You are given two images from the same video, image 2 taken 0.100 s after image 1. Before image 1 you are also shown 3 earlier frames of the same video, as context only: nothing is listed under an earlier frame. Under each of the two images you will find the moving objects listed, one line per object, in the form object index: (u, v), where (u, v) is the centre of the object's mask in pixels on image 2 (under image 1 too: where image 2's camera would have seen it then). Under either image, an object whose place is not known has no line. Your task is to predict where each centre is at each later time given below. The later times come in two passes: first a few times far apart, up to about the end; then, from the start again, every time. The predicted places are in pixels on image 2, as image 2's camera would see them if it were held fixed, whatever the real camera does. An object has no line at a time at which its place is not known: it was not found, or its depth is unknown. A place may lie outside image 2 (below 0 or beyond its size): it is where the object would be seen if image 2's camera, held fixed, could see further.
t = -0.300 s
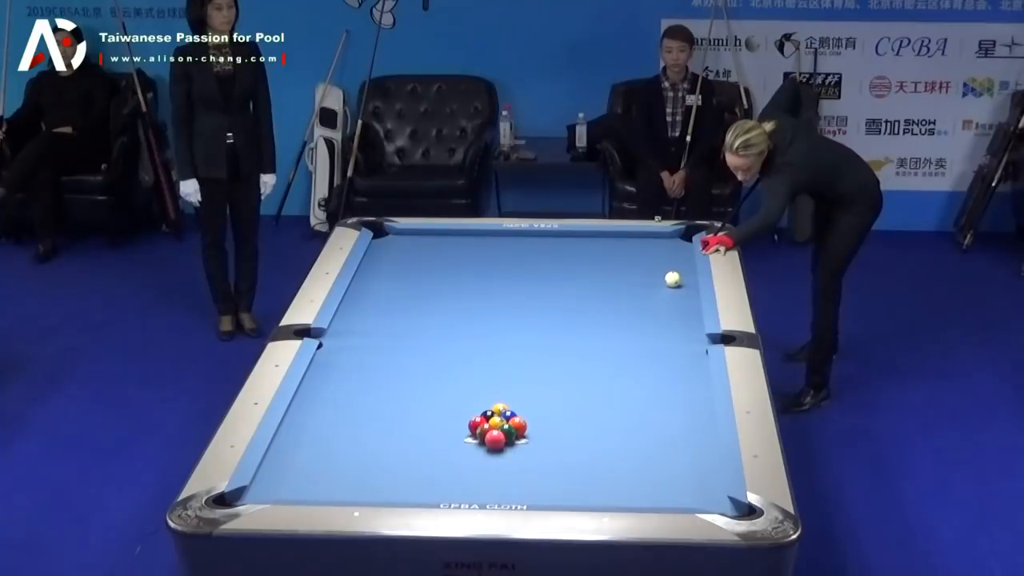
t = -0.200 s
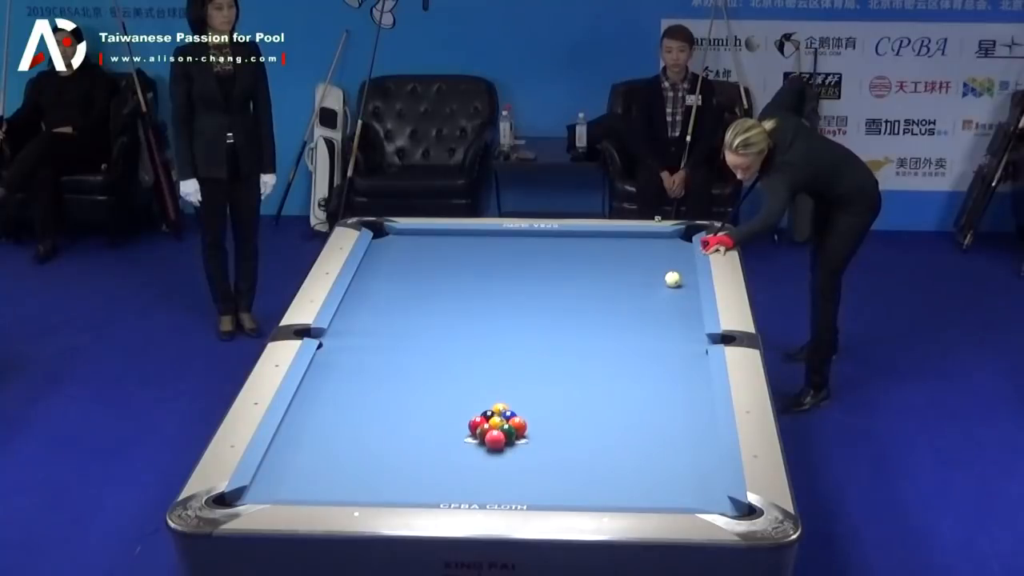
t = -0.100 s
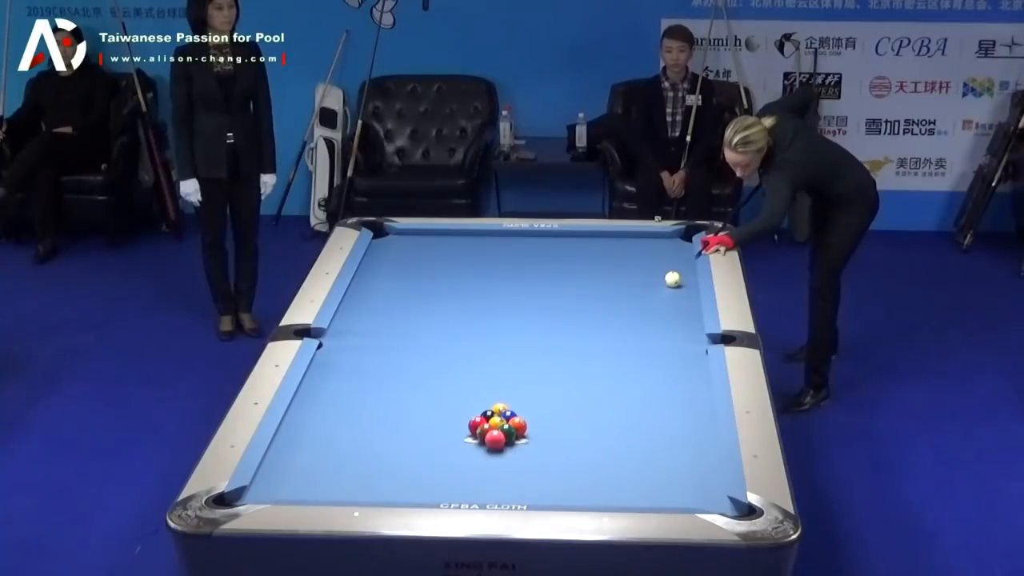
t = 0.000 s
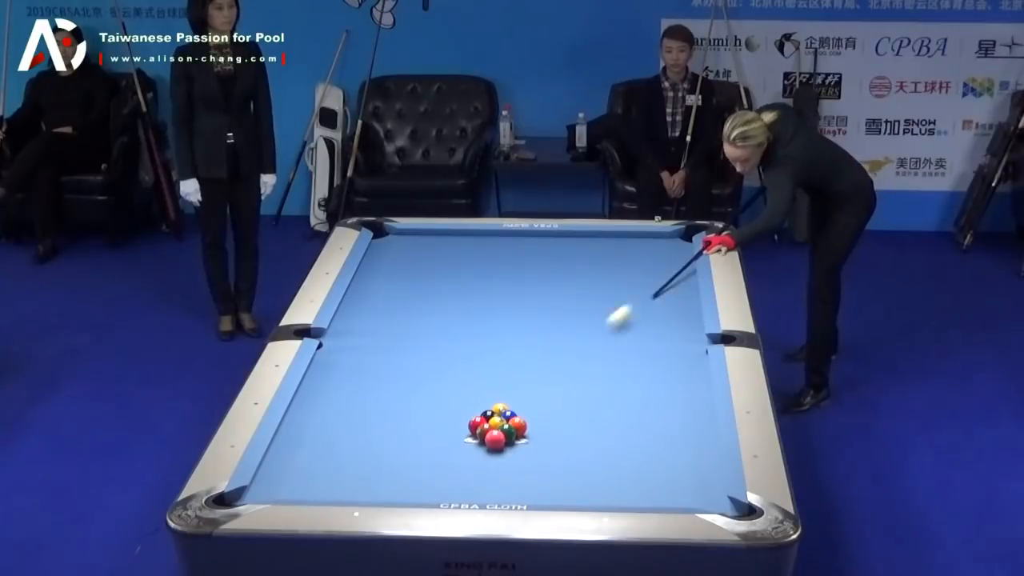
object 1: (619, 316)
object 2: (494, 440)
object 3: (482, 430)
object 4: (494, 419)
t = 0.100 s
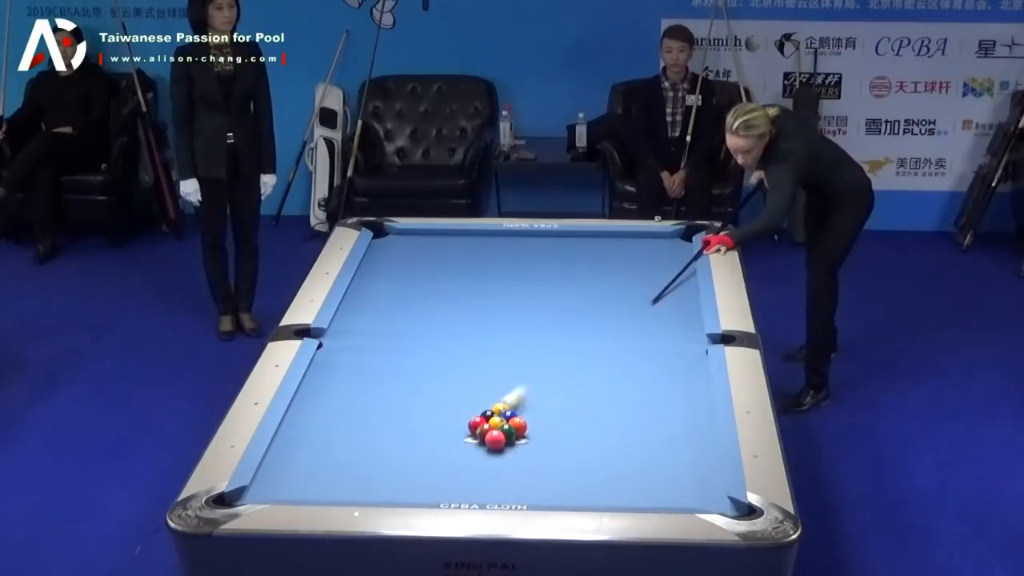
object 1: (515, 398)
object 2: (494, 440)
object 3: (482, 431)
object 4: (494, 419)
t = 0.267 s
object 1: (518, 395)
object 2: (535, 497)
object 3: (469, 451)
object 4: (498, 428)
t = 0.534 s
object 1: (526, 381)
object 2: (518, 493)
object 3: (445, 476)
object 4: (499, 429)
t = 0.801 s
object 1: (533, 369)
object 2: (491, 497)
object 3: (420, 495)
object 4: (499, 430)
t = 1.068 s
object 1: (540, 358)
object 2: (472, 495)
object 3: (411, 484)
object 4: (499, 431)
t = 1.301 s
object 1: (545, 349)
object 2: (459, 494)
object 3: (403, 471)
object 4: (499, 431)
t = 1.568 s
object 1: (551, 340)
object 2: (445, 491)
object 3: (395, 458)
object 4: (499, 432)
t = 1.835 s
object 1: (557, 331)
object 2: (433, 489)
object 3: (387, 446)
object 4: (499, 432)
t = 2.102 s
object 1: (562, 324)
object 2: (423, 487)
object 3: (380, 435)
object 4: (498, 432)
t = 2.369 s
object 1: (566, 316)
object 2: (414, 484)
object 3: (374, 425)
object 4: (498, 433)
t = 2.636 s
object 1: (570, 310)
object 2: (407, 483)
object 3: (368, 416)
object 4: (492, 435)
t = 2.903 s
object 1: (573, 304)
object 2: (401, 481)
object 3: (363, 408)
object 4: (488, 437)
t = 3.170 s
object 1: (577, 299)
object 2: (397, 479)
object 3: (358, 401)
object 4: (484, 438)
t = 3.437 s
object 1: (580, 295)
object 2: (395, 479)
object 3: (353, 394)
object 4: (481, 439)
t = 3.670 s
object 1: (582, 291)
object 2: (393, 478)
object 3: (350, 389)
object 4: (479, 440)
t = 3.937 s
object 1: (585, 288)
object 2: (392, 478)
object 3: (346, 384)
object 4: (478, 440)
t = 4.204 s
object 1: (587, 285)
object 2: (392, 478)
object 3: (343, 379)
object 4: (478, 440)
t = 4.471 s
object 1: (589, 282)
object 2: (392, 478)
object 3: (341, 375)
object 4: (478, 440)
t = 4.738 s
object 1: (590, 278)
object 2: (392, 478)
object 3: (338, 371)
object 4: (478, 440)
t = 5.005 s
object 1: (595, 276)
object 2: (392, 478)
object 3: (336, 368)
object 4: (478, 439)
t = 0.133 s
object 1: (511, 401)
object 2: (501, 451)
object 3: (482, 434)
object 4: (498, 425)
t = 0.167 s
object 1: (513, 399)
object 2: (510, 465)
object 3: (479, 441)
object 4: (498, 427)
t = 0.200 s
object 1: (515, 398)
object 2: (518, 479)
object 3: (475, 444)
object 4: (497, 427)
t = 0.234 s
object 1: (516, 396)
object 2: (526, 492)
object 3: (472, 448)
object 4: (498, 428)
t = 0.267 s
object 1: (518, 395)
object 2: (535, 497)
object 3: (469, 451)
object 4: (498, 428)
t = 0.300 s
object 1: (519, 393)
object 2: (541, 493)
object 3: (466, 454)
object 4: (498, 428)
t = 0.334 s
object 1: (520, 391)
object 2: (547, 486)
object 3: (463, 457)
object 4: (498, 428)
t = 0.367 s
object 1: (521, 390)
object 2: (543, 486)
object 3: (460, 460)
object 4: (498, 428)
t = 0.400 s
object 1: (522, 388)
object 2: (537, 487)
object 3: (457, 464)
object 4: (498, 429)
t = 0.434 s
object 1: (523, 386)
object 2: (532, 489)
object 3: (454, 467)
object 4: (498, 429)
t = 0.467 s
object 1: (524, 384)
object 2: (527, 491)
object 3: (451, 469)
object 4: (498, 429)
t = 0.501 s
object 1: (525, 383)
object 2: (523, 492)
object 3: (448, 473)
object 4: (498, 429)
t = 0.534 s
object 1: (526, 381)
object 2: (518, 493)
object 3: (445, 476)
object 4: (499, 429)
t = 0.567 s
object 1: (527, 380)
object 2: (515, 494)
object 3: (441, 480)
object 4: (499, 430)
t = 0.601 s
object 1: (528, 378)
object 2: (512, 494)
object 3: (438, 483)
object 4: (499, 430)
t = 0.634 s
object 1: (529, 376)
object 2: (508, 495)
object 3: (435, 486)
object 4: (499, 430)
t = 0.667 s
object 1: (530, 375)
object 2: (504, 495)
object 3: (432, 489)
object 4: (499, 430)
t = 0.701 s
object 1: (530, 373)
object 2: (501, 496)
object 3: (429, 491)
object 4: (499, 430)
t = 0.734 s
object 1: (531, 372)
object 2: (498, 496)
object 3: (426, 493)
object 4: (499, 430)
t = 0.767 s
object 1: (532, 371)
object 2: (494, 496)
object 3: (422, 495)
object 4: (499, 430)
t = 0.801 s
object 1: (533, 369)
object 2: (491, 497)
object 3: (420, 495)
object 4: (499, 430)
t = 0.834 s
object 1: (534, 368)
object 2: (488, 497)
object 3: (419, 494)
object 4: (499, 430)
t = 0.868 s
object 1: (535, 366)
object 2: (485, 497)
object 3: (418, 493)
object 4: (499, 431)
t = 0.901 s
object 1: (536, 365)
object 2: (483, 496)
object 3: (416, 492)
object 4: (499, 431)
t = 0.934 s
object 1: (537, 363)
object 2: (481, 496)
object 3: (415, 491)
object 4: (499, 431)
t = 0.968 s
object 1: (538, 362)
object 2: (479, 496)
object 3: (414, 490)
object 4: (499, 431)
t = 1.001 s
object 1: (538, 361)
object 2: (477, 496)
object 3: (413, 488)
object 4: (499, 431)
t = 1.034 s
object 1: (539, 359)
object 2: (475, 495)
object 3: (412, 486)
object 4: (499, 431)
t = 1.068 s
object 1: (540, 358)
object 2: (472, 495)
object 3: (411, 484)
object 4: (499, 431)
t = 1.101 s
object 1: (541, 357)
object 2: (470, 495)
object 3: (409, 482)
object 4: (499, 431)
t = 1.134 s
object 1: (542, 355)
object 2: (469, 495)
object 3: (408, 480)
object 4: (499, 431)
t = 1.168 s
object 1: (542, 354)
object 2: (467, 494)
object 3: (407, 478)
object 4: (499, 431)
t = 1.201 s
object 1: (543, 353)
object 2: (465, 494)
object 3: (406, 477)
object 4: (499, 431)
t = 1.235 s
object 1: (544, 352)
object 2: (463, 494)
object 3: (405, 475)
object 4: (499, 431)
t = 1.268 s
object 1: (545, 351)
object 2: (461, 494)
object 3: (404, 473)
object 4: (499, 431)
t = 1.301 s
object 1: (545, 349)
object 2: (459, 494)
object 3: (403, 471)
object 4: (499, 431)
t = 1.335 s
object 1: (546, 348)
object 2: (458, 493)
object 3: (402, 470)
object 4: (499, 431)
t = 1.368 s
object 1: (547, 347)
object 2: (456, 493)
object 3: (401, 468)
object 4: (499, 431)
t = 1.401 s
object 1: (548, 346)
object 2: (454, 493)
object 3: (400, 466)
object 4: (499, 431)
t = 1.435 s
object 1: (548, 344)
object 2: (452, 492)
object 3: (399, 465)
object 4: (499, 431)
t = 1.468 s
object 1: (549, 343)
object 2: (451, 492)
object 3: (398, 463)
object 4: (499, 431)
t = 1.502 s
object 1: (550, 342)
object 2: (449, 492)
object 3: (397, 461)
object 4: (499, 431)
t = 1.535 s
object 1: (551, 341)
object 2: (447, 492)
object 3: (396, 460)
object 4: (499, 432)
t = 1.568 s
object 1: (551, 340)
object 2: (445, 491)
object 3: (395, 458)
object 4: (499, 432)
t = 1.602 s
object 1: (552, 339)
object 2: (444, 491)
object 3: (394, 457)
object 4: (499, 432)
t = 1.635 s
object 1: (553, 337)
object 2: (442, 491)
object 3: (393, 455)
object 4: (499, 432)
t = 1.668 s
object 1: (553, 336)
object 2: (441, 491)
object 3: (392, 453)
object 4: (499, 432)
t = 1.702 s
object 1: (554, 335)
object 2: (439, 490)
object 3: (391, 452)
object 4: (499, 432)
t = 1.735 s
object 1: (555, 334)
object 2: (437, 490)
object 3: (390, 450)
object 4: (499, 432)
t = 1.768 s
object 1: (556, 333)
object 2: (436, 490)
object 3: (389, 449)
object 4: (499, 432)
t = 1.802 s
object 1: (556, 332)
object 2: (435, 490)
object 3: (388, 448)
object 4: (499, 432)
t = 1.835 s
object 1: (557, 331)
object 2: (433, 489)
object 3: (387, 446)
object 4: (499, 432)
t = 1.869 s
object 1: (558, 330)
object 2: (432, 489)
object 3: (387, 445)
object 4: (499, 432)
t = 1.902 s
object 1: (559, 328)
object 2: (430, 489)
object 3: (386, 443)
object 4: (499, 432)
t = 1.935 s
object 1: (559, 327)
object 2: (429, 489)
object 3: (385, 442)
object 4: (499, 432)
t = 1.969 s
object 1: (559, 327)
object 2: (428, 488)
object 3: (384, 441)
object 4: (499, 432)
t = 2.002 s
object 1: (560, 326)
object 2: (427, 488)
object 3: (383, 439)
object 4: (499, 432)
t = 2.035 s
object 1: (561, 325)
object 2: (425, 488)
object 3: (382, 438)
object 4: (499, 432)
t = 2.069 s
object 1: (561, 325)
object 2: (424, 487)
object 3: (381, 436)
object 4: (499, 432)
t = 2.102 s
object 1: (562, 324)
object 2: (423, 487)
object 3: (380, 435)
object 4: (498, 432)
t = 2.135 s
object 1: (562, 323)
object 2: (422, 487)
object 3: (380, 434)
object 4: (498, 432)
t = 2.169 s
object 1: (563, 322)
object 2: (421, 486)
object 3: (379, 433)
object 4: (499, 432)
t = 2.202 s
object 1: (563, 321)
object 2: (419, 486)
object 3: (378, 431)
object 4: (499, 432)
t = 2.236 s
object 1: (564, 320)
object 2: (418, 486)
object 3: (377, 430)
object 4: (499, 432)
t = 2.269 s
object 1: (564, 319)
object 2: (417, 485)
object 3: (376, 429)
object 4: (499, 432)
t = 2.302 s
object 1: (565, 318)
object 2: (416, 485)
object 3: (376, 428)
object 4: (499, 432)
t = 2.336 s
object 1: (565, 317)
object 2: (415, 485)
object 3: (375, 427)
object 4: (499, 433)
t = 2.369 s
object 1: (566, 316)
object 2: (414, 484)
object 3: (374, 425)
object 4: (498, 433)
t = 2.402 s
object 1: (566, 316)
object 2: (413, 484)
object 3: (373, 424)
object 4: (497, 433)
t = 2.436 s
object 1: (567, 315)
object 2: (412, 484)
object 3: (372, 423)
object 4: (497, 434)
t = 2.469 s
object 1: (568, 314)
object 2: (412, 484)
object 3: (372, 422)
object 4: (496, 434)
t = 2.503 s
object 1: (568, 313)
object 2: (410, 484)
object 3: (371, 421)
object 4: (495, 434)
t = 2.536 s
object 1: (569, 312)
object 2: (410, 483)
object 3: (370, 419)
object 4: (494, 434)
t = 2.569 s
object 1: (569, 311)
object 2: (409, 483)
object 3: (370, 418)
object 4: (494, 435)
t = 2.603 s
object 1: (569, 311)
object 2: (408, 483)
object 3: (369, 417)
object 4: (493, 435)
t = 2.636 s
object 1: (570, 310)
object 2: (407, 483)
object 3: (368, 416)
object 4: (492, 435)
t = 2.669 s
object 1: (570, 309)
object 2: (406, 482)
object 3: (368, 415)
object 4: (492, 435)
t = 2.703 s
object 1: (571, 309)
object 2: (405, 482)
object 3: (367, 414)
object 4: (491, 436)
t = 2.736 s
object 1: (571, 308)
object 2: (405, 482)
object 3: (366, 413)
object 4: (491, 436)
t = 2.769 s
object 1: (572, 307)
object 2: (404, 481)
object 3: (365, 412)
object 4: (490, 436)
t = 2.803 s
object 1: (572, 307)
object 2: (403, 481)
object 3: (365, 411)
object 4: (489, 436)
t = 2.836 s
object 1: (573, 306)
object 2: (402, 481)
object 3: (364, 410)
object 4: (489, 437)
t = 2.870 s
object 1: (573, 305)
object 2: (402, 481)
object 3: (363, 409)
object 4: (489, 437)
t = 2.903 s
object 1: (573, 304)
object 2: (401, 481)
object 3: (363, 408)
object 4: (488, 437)
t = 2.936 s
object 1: (574, 304)
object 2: (401, 481)
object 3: (362, 407)
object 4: (488, 437)
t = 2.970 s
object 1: (574, 303)
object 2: (400, 480)
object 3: (361, 406)
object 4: (487, 437)
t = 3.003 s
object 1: (575, 303)
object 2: (400, 480)
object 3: (361, 406)
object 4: (487, 438)
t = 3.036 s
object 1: (575, 302)
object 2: (399, 480)
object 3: (360, 404)
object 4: (486, 438)
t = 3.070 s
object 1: (576, 301)
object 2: (398, 480)
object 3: (360, 404)
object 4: (486, 438)
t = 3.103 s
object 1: (576, 301)
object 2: (398, 480)
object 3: (359, 403)
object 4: (485, 438)
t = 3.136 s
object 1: (576, 300)
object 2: (398, 479)
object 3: (358, 402)
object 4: (484, 438)
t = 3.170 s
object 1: (577, 299)
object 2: (397, 479)
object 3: (358, 401)
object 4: (484, 438)
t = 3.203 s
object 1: (577, 299)
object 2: (397, 479)
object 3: (357, 400)
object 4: (483, 438)
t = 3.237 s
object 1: (577, 298)
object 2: (396, 479)
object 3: (356, 399)
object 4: (483, 439)
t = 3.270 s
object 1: (578, 298)
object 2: (396, 479)
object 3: (356, 398)
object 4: (483, 439)
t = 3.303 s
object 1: (578, 297)
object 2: (395, 479)
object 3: (355, 397)
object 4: (482, 439)
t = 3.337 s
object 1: (578, 297)
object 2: (395, 479)
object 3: (355, 397)
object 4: (482, 439)
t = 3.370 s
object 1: (579, 296)
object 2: (395, 478)
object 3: (354, 396)
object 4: (481, 439)
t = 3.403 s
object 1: (579, 296)
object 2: (395, 479)
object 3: (354, 395)
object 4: (481, 439)
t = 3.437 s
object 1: (580, 295)
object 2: (395, 479)
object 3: (353, 394)
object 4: (481, 439)
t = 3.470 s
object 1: (580, 294)
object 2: (394, 479)
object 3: (353, 394)
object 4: (481, 439)
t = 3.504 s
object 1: (580, 294)
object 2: (394, 478)
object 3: (352, 393)
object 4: (480, 439)
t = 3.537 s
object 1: (581, 293)
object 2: (394, 478)
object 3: (352, 392)
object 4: (480, 440)
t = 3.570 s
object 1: (581, 293)
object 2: (393, 478)
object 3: (351, 392)
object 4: (480, 440)
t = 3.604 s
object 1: (581, 292)
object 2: (393, 478)
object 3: (351, 391)
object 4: (479, 440)
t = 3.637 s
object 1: (582, 292)
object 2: (393, 478)
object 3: (350, 390)
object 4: (479, 440)
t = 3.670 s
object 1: (582, 291)
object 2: (393, 478)
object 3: (350, 389)
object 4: (479, 440)
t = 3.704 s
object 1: (582, 291)
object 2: (393, 478)
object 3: (349, 389)
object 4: (479, 440)
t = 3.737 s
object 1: (583, 291)
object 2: (393, 478)
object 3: (349, 388)
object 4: (479, 440)
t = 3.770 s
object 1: (583, 290)
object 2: (392, 478)
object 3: (348, 387)
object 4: (479, 440)
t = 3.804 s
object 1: (583, 289)
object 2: (392, 478)
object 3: (348, 387)
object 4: (478, 440)
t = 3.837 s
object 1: (584, 289)
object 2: (392, 478)
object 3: (347, 386)
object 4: (478, 440)
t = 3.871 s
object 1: (584, 288)
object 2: (392, 478)
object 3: (347, 385)
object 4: (478, 440)
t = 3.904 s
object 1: (584, 288)
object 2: (392, 478)
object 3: (346, 385)
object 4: (478, 440)
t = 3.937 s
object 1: (585, 288)
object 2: (392, 478)
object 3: (346, 384)
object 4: (478, 440)
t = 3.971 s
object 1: (585, 287)
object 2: (392, 478)
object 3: (346, 383)
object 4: (478, 440)
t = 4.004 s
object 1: (585, 287)
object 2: (392, 478)
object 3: (345, 383)
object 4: (478, 440)
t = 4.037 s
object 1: (586, 287)
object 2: (392, 478)
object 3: (345, 382)
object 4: (478, 440)
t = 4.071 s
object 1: (586, 286)
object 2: (392, 478)
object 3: (344, 381)
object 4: (478, 440)
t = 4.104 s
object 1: (586, 286)
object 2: (392, 478)
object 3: (344, 381)
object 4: (478, 440)
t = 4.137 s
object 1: (587, 285)
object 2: (392, 478)
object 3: (344, 380)
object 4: (478, 440)
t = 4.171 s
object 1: (587, 285)
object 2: (392, 478)
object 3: (343, 380)
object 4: (478, 440)
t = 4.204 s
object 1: (587, 285)
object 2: (392, 478)
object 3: (343, 379)
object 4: (478, 440)
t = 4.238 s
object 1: (587, 284)
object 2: (392, 478)
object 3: (343, 379)
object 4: (478, 440)
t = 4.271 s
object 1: (588, 284)
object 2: (392, 478)
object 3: (342, 378)
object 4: (478, 440)
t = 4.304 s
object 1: (588, 283)
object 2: (392, 478)
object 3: (342, 378)
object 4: (478, 440)
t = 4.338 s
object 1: (588, 283)
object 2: (392, 478)
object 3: (342, 377)
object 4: (478, 440)
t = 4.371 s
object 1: (589, 283)
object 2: (392, 478)
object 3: (342, 377)
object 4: (478, 440)
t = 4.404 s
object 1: (589, 283)
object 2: (392, 478)
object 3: (341, 376)
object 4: (478, 440)
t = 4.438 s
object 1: (589, 282)
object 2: (392, 478)
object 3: (341, 375)
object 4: (478, 439)
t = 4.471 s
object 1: (589, 282)
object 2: (392, 478)
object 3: (341, 375)
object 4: (478, 440)
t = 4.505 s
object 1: (589, 282)
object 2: (392, 478)
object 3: (340, 374)
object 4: (478, 440)
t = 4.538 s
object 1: (590, 281)
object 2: (392, 478)
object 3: (340, 374)
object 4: (478, 440)
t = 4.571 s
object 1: (590, 281)
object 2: (392, 478)
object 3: (339, 374)
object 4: (478, 440)
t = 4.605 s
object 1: (590, 280)
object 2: (392, 478)
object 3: (339, 373)
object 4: (478, 440)
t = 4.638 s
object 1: (589, 280)
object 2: (392, 478)
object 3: (339, 373)
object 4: (478, 439)
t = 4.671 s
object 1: (590, 279)
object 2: (392, 478)
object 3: (339, 372)
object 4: (478, 440)
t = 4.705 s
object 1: (590, 279)
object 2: (392, 478)
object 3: (338, 372)
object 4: (478, 440)
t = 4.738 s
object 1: (590, 278)
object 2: (392, 478)
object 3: (338, 371)
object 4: (478, 440)
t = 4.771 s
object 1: (591, 277)
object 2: (392, 478)
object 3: (338, 371)
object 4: (478, 439)
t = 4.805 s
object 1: (591, 276)
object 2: (392, 478)
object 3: (338, 371)
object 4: (477, 439)
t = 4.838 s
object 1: (592, 276)
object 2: (392, 478)
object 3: (338, 370)
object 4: (477, 439)
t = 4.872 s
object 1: (592, 276)
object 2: (392, 478)
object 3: (337, 370)
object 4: (477, 439)
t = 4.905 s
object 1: (593, 275)
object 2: (392, 478)
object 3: (337, 369)
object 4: (477, 439)
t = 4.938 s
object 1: (594, 275)
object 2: (392, 478)
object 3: (337, 369)
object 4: (478, 439)
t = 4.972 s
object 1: (595, 275)
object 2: (392, 478)
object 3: (337, 369)
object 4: (478, 439)
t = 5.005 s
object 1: (595, 276)
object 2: (392, 478)
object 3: (336, 368)
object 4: (478, 439)
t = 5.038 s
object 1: (596, 277)
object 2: (392, 478)
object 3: (336, 368)
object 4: (478, 439)
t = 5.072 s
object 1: (596, 277)
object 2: (392, 478)
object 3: (336, 368)
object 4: (478, 439)
